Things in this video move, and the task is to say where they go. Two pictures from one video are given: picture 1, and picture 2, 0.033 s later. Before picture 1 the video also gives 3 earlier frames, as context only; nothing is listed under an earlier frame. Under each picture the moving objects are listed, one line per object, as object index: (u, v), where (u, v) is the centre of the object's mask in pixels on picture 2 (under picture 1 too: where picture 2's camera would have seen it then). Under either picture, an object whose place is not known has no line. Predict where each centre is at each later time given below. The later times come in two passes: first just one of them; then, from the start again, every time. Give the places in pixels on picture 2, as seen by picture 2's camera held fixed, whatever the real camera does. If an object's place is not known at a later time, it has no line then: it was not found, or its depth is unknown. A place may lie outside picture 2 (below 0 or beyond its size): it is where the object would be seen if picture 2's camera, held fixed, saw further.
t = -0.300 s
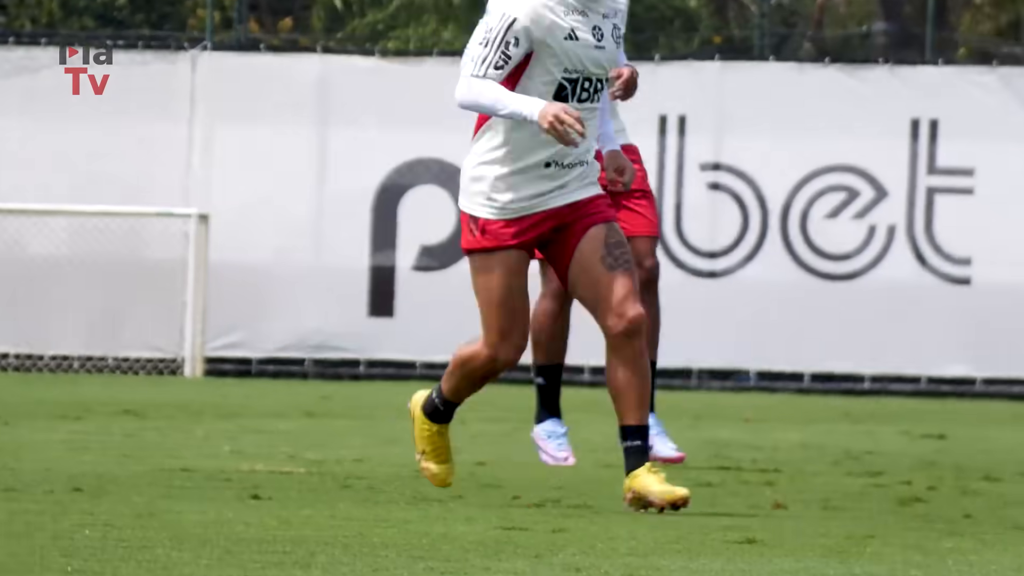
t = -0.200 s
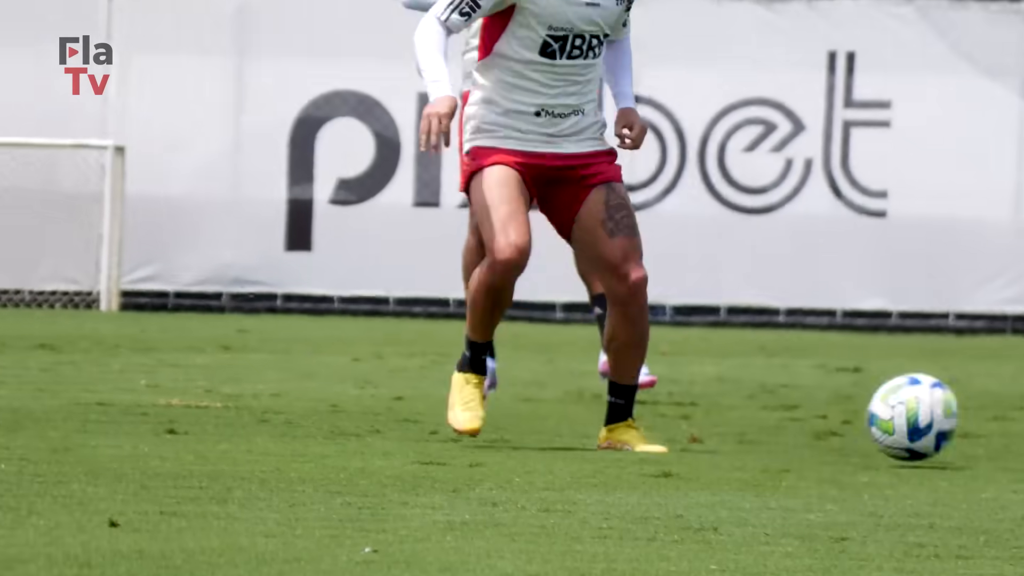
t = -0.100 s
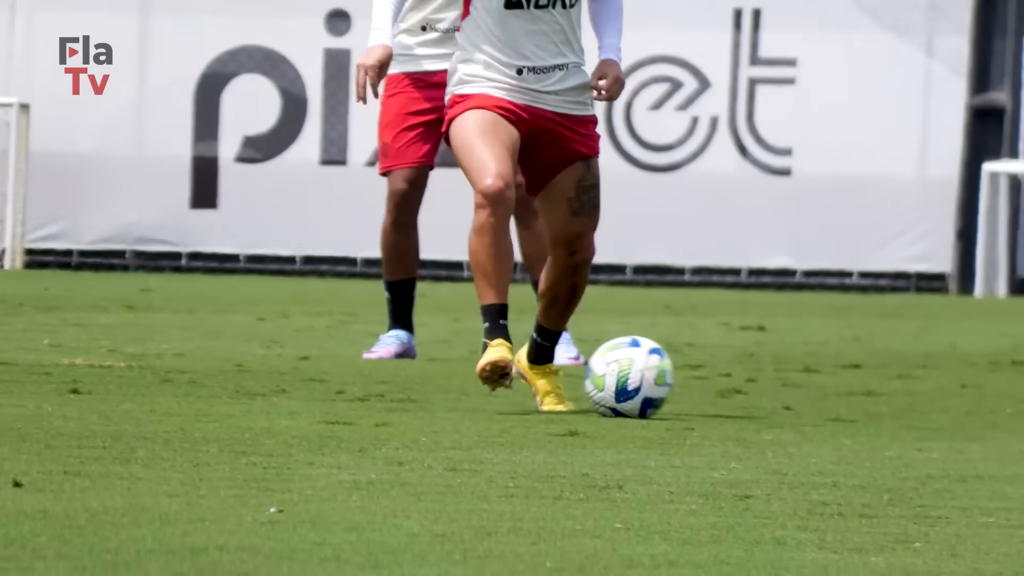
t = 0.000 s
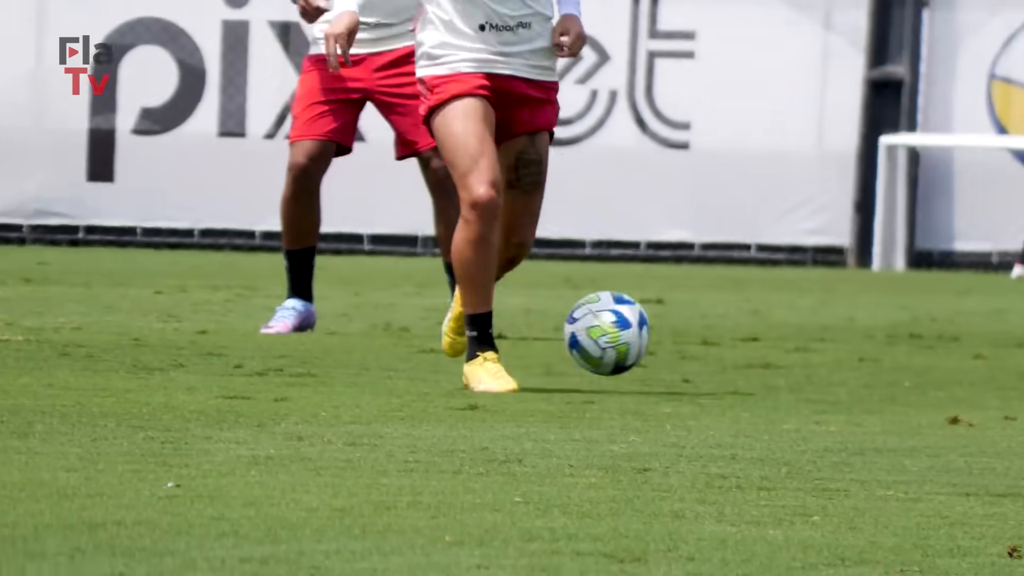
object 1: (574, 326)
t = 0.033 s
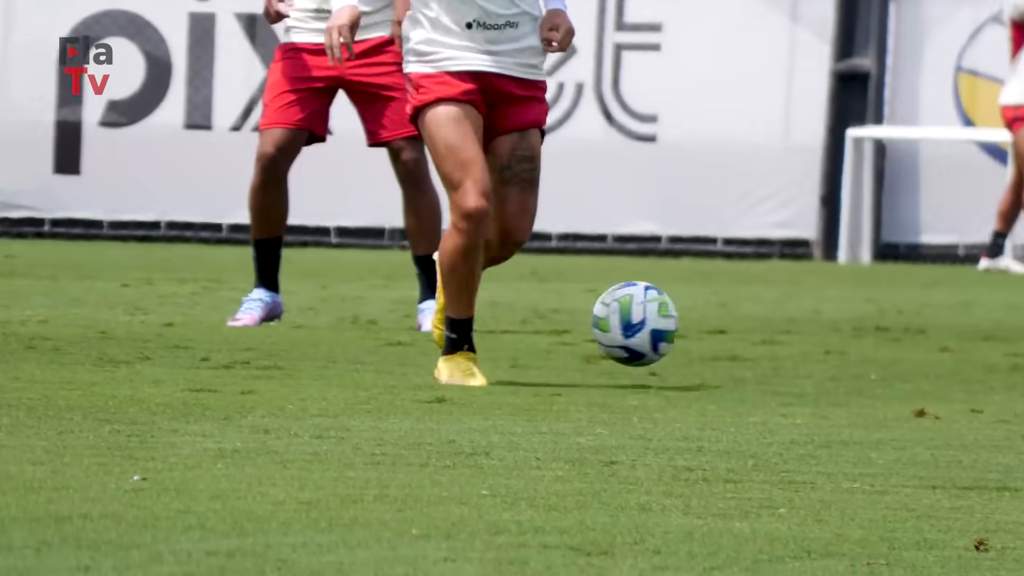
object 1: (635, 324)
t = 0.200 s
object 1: (925, 353)
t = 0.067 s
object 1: (695, 325)
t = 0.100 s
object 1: (754, 332)
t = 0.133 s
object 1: (813, 341)
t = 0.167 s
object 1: (873, 354)
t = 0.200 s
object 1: (925, 353)
